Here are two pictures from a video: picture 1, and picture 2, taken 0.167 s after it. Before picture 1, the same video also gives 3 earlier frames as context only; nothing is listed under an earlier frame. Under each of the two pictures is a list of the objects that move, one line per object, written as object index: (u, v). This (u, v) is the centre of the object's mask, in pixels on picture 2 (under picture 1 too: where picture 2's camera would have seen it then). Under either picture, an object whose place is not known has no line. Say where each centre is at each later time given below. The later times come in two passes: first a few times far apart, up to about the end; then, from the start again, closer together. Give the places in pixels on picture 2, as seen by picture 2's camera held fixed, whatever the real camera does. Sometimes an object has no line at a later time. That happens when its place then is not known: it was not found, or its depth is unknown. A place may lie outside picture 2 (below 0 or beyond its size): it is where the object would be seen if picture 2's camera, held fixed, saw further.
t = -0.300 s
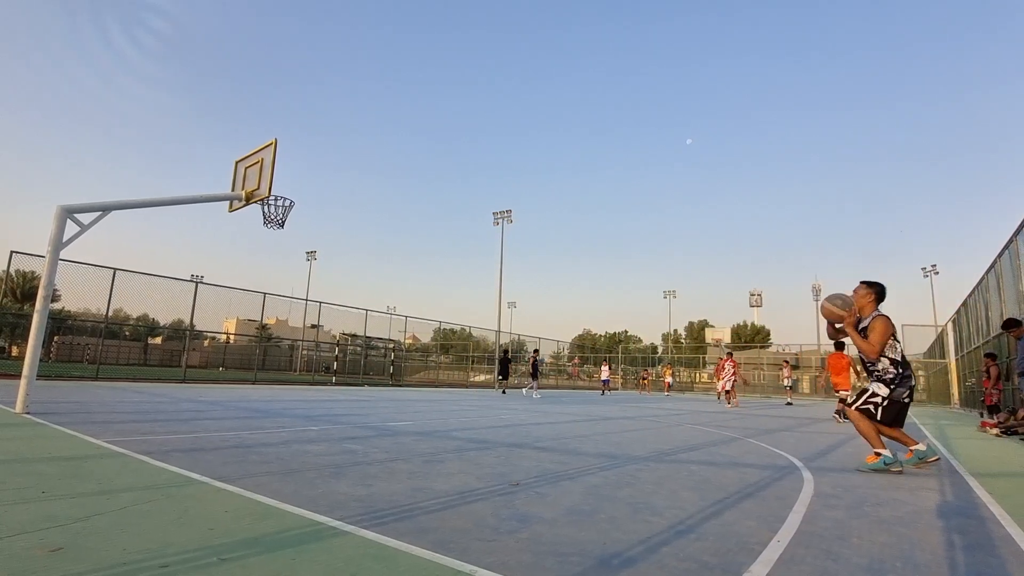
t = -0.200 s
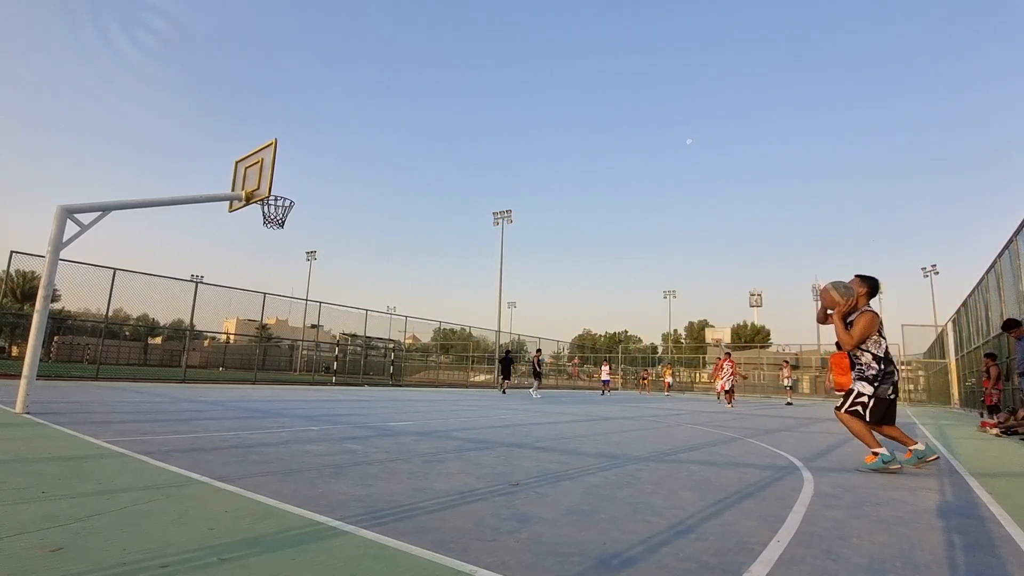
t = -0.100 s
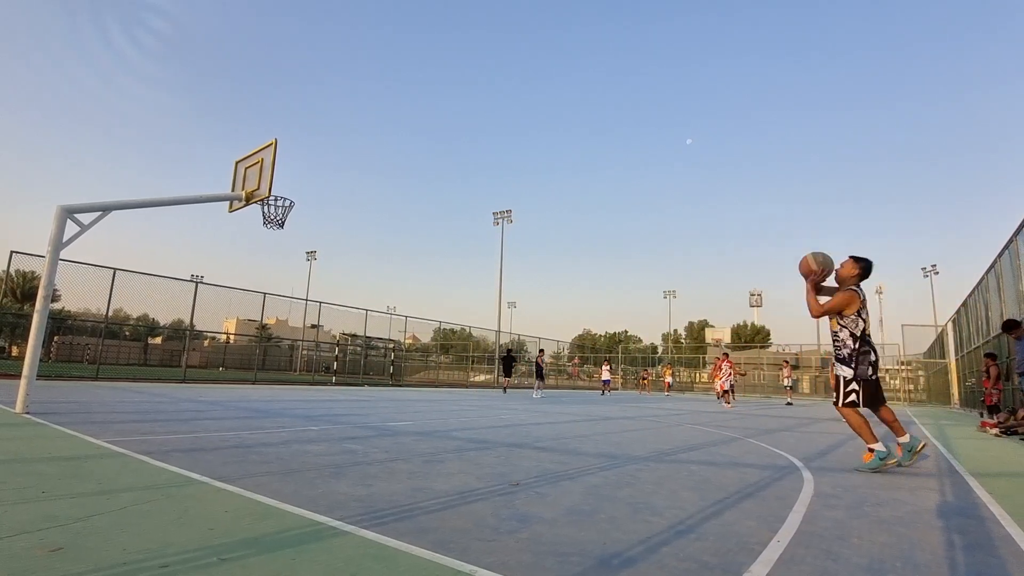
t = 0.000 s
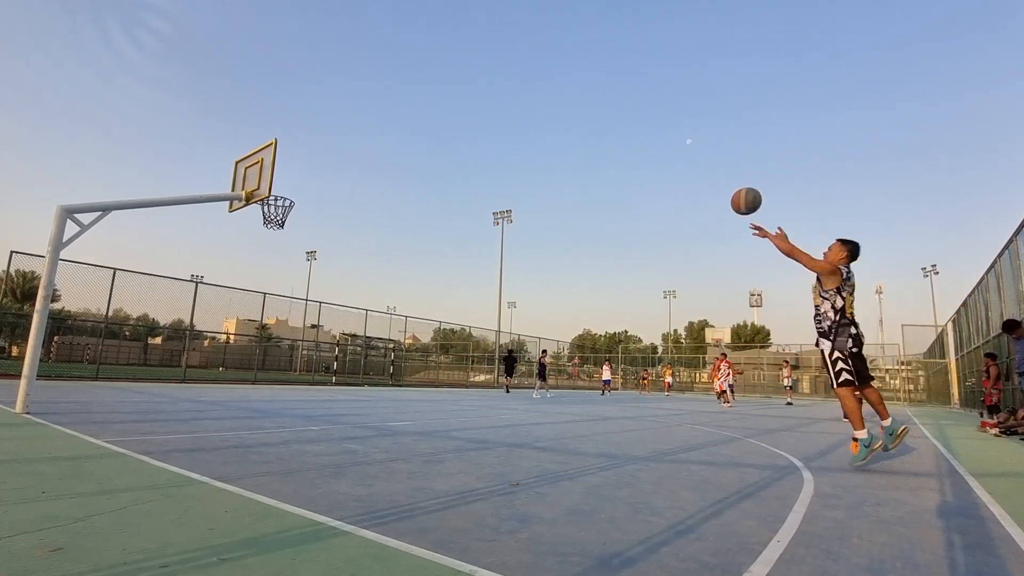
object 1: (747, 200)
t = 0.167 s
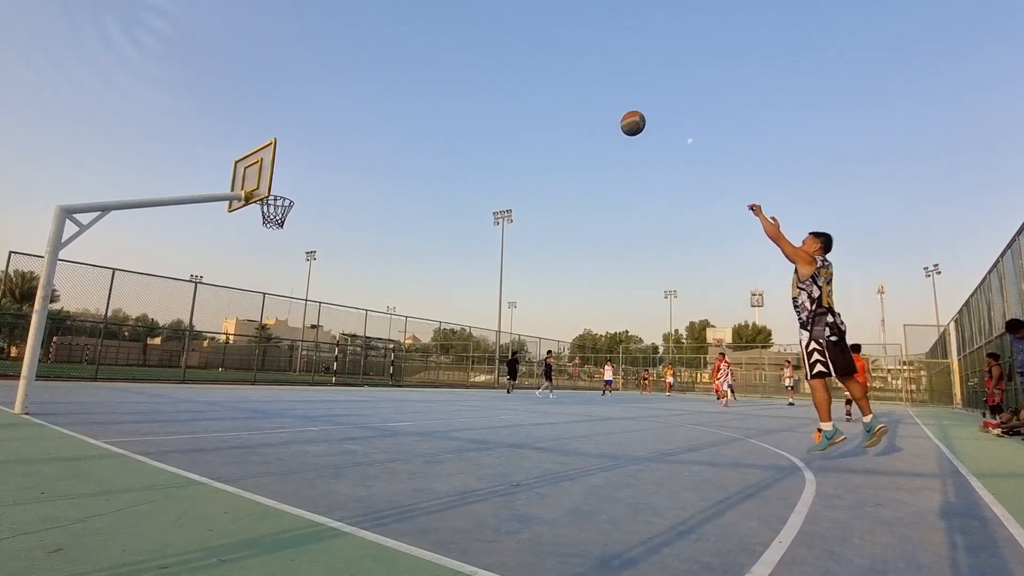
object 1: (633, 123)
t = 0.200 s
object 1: (613, 113)
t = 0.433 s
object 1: (499, 77)
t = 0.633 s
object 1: (423, 83)
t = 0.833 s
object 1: (358, 115)
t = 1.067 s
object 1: (291, 178)
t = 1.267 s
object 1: (275, 160)
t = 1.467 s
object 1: (273, 122)
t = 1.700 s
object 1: (276, 113)
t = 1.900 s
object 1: (275, 136)
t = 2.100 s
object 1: (270, 192)
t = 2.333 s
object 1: (259, 313)
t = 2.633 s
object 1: (238, 317)
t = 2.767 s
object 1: (228, 252)
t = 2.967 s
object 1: (207, 183)
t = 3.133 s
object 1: (183, 151)
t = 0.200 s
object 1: (613, 113)
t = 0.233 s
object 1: (595, 104)
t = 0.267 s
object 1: (577, 96)
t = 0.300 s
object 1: (560, 90)
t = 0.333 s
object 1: (544, 85)
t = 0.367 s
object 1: (528, 81)
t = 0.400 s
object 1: (514, 79)
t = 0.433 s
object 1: (499, 77)
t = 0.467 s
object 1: (485, 76)
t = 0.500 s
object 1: (472, 76)
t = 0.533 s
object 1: (459, 77)
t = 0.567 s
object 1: (446, 78)
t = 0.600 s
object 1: (434, 80)
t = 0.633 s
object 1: (423, 83)
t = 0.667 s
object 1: (411, 87)
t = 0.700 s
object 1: (400, 91)
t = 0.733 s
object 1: (389, 96)
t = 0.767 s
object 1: (379, 102)
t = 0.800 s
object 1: (368, 108)
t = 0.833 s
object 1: (358, 115)
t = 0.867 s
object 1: (348, 122)
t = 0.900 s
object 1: (338, 130)
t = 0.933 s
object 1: (328, 139)
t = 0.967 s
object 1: (319, 148)
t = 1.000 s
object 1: (310, 157)
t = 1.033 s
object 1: (300, 167)
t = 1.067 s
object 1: (291, 178)
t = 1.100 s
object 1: (283, 189)
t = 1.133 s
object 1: (274, 200)
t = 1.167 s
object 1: (275, 189)
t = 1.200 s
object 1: (275, 179)
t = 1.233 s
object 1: (275, 169)
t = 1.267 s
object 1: (275, 160)
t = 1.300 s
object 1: (266, 142)
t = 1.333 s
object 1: (268, 139)
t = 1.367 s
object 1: (269, 135)
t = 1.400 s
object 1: (271, 131)
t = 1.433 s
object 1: (272, 126)
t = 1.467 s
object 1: (273, 122)
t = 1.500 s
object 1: (273, 119)
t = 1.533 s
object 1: (274, 116)
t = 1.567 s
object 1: (275, 114)
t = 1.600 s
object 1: (275, 113)
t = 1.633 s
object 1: (276, 112)
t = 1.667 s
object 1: (276, 112)
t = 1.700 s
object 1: (276, 113)
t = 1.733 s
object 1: (277, 115)
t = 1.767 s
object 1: (277, 118)
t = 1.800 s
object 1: (276, 121)
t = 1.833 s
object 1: (276, 125)
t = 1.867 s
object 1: (276, 130)
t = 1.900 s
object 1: (275, 136)
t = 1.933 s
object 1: (275, 143)
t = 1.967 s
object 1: (274, 150)
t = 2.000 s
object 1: (274, 160)
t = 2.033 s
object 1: (273, 169)
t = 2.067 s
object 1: (272, 180)
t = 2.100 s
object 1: (270, 192)
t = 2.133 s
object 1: (269, 206)
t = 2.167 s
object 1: (268, 220)
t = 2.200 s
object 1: (266, 236)
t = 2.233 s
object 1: (265, 253)
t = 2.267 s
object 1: (263, 271)
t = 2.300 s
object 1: (261, 292)
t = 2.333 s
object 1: (259, 313)
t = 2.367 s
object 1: (256, 337)
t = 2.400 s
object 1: (254, 361)
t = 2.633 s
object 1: (238, 317)
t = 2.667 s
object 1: (236, 300)
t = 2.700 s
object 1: (233, 283)
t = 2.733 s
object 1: (231, 267)
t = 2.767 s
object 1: (228, 252)
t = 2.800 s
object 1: (225, 239)
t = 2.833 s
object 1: (222, 226)
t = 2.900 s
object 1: (214, 203)
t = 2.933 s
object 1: (211, 192)
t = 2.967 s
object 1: (207, 183)
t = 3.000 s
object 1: (202, 175)
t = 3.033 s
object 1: (198, 167)
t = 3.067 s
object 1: (193, 161)
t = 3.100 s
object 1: (188, 155)
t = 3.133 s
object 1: (183, 151)
